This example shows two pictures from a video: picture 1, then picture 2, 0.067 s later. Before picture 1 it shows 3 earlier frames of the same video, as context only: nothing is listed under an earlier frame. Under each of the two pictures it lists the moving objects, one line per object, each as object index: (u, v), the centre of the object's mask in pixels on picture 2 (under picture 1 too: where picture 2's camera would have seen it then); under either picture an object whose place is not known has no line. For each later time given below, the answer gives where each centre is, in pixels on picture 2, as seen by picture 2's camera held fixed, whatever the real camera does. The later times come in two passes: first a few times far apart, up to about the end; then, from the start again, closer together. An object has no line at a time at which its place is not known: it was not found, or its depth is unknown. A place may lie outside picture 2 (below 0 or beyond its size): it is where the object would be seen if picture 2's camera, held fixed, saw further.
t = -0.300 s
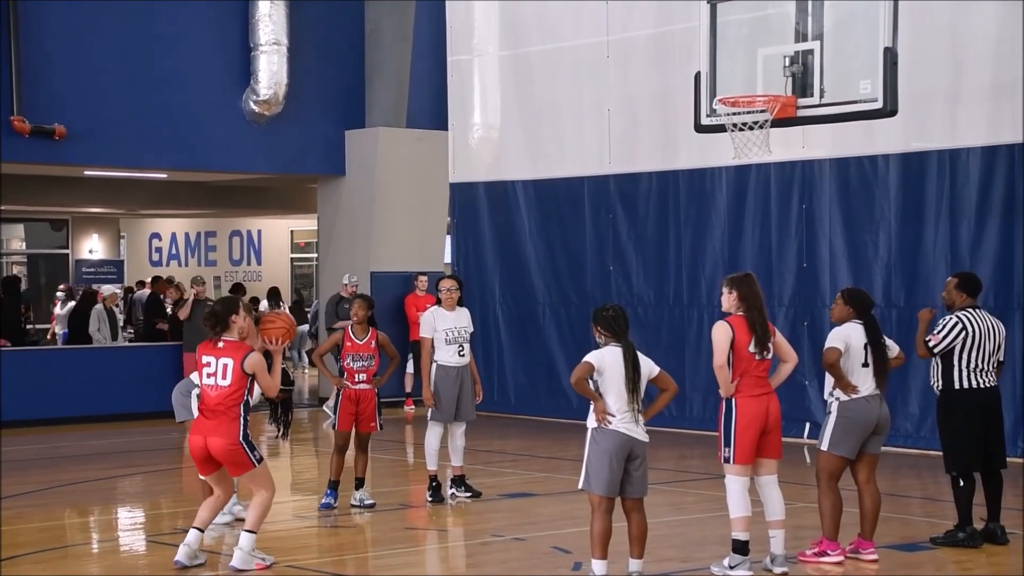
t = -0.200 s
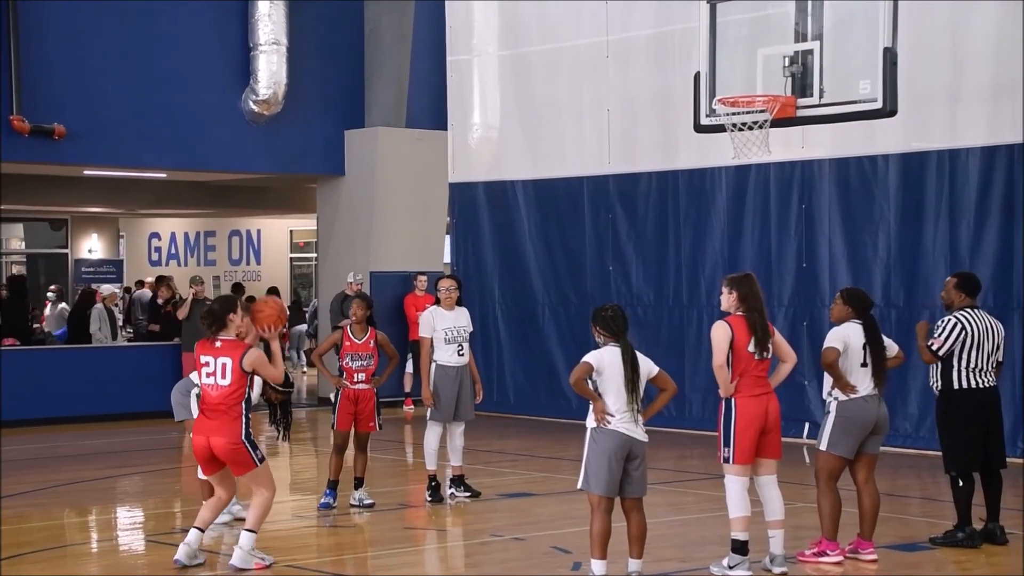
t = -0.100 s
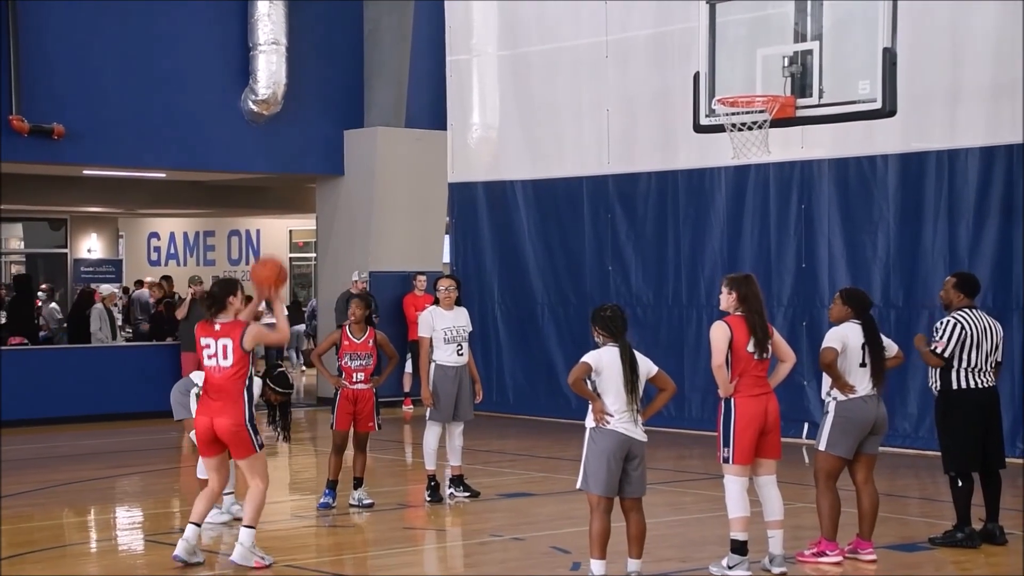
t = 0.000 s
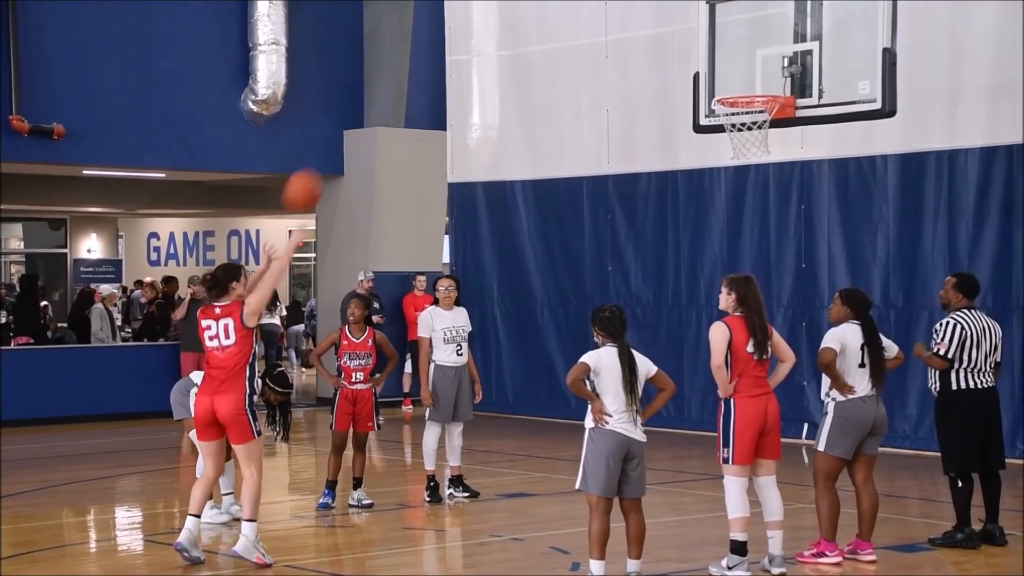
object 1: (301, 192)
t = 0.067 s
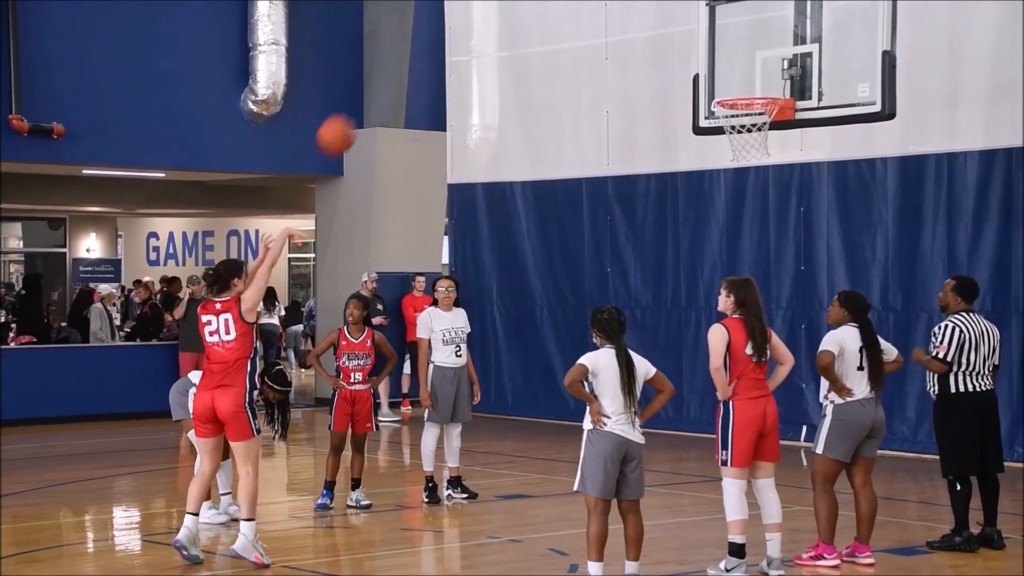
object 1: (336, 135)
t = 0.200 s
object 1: (402, 46)
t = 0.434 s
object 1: (508, -34)
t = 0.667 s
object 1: (605, -42)
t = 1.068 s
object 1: (750, 123)
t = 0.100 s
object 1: (353, 110)
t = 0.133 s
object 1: (369, 87)
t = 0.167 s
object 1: (385, 66)
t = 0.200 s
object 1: (402, 46)
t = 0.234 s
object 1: (418, 29)
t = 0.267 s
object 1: (432, 13)
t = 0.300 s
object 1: (447, -1)
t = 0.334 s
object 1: (463, -13)
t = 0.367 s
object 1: (478, -22)
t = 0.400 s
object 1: (494, -29)
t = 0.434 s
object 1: (508, -34)
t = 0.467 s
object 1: (523, -38)
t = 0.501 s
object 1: (537, -42)
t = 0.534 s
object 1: (551, -44)
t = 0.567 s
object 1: (565, -46)
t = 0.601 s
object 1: (578, -46)
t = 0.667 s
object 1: (605, -42)
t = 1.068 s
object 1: (750, 123)
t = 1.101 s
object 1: (762, 137)
